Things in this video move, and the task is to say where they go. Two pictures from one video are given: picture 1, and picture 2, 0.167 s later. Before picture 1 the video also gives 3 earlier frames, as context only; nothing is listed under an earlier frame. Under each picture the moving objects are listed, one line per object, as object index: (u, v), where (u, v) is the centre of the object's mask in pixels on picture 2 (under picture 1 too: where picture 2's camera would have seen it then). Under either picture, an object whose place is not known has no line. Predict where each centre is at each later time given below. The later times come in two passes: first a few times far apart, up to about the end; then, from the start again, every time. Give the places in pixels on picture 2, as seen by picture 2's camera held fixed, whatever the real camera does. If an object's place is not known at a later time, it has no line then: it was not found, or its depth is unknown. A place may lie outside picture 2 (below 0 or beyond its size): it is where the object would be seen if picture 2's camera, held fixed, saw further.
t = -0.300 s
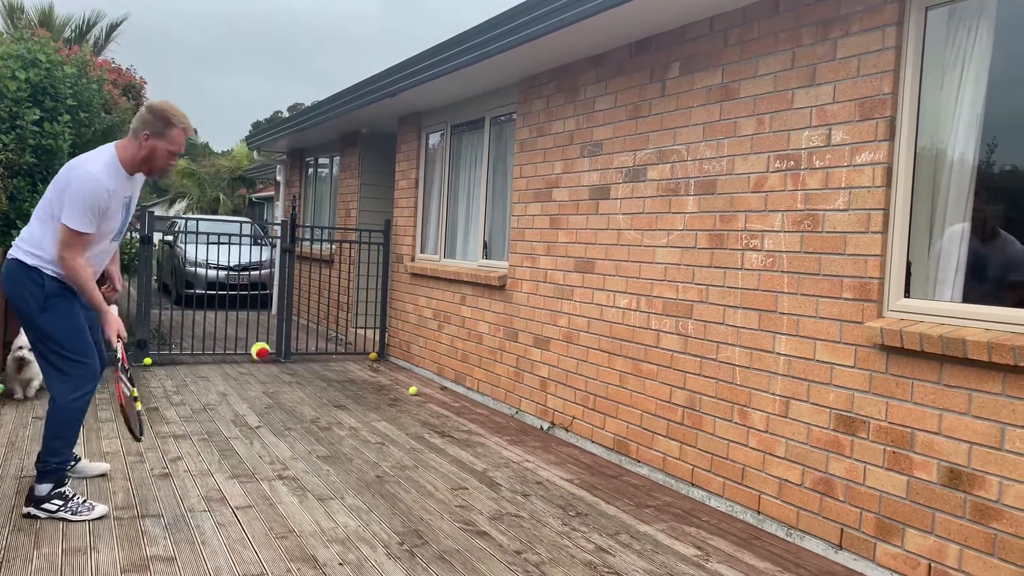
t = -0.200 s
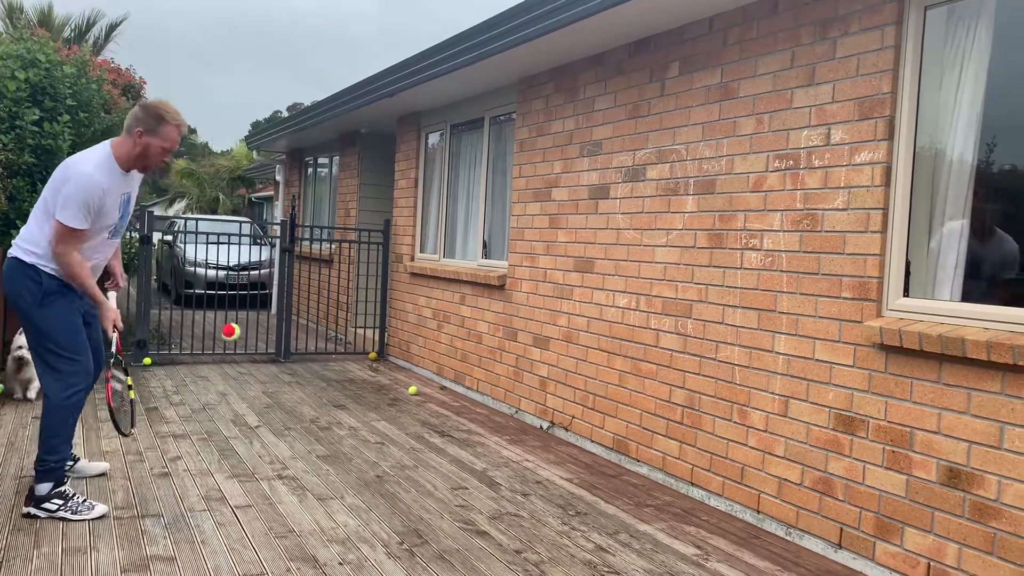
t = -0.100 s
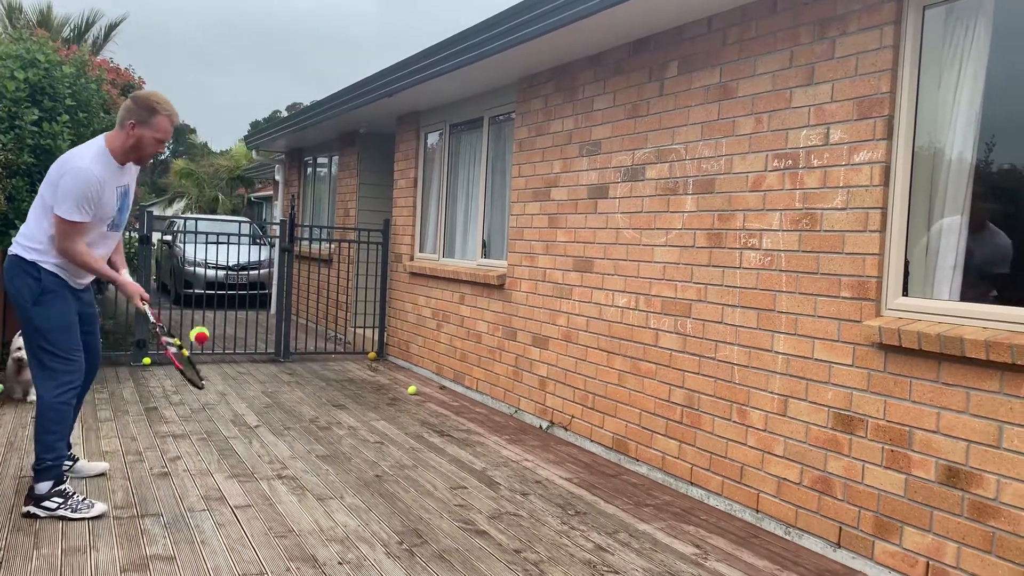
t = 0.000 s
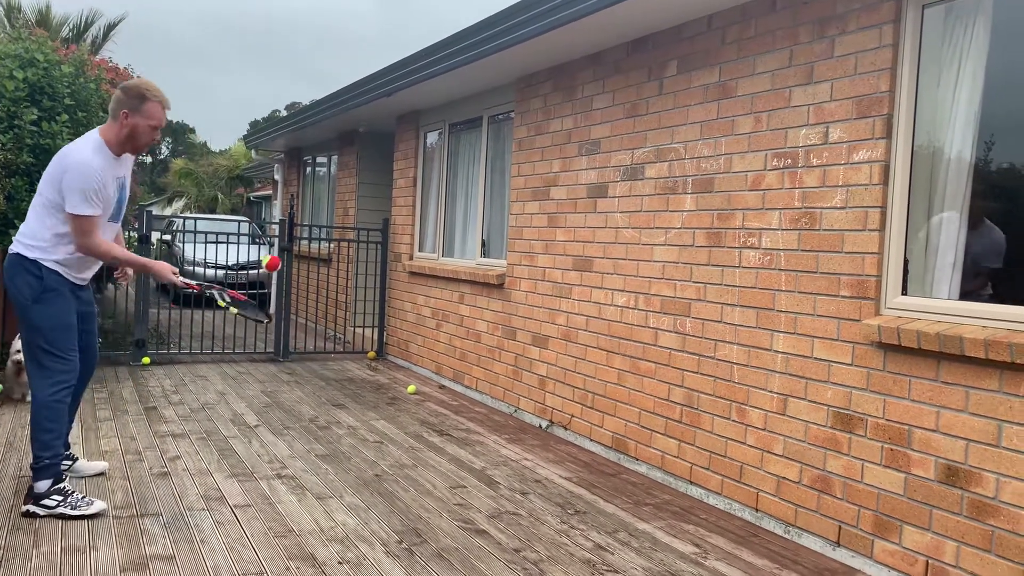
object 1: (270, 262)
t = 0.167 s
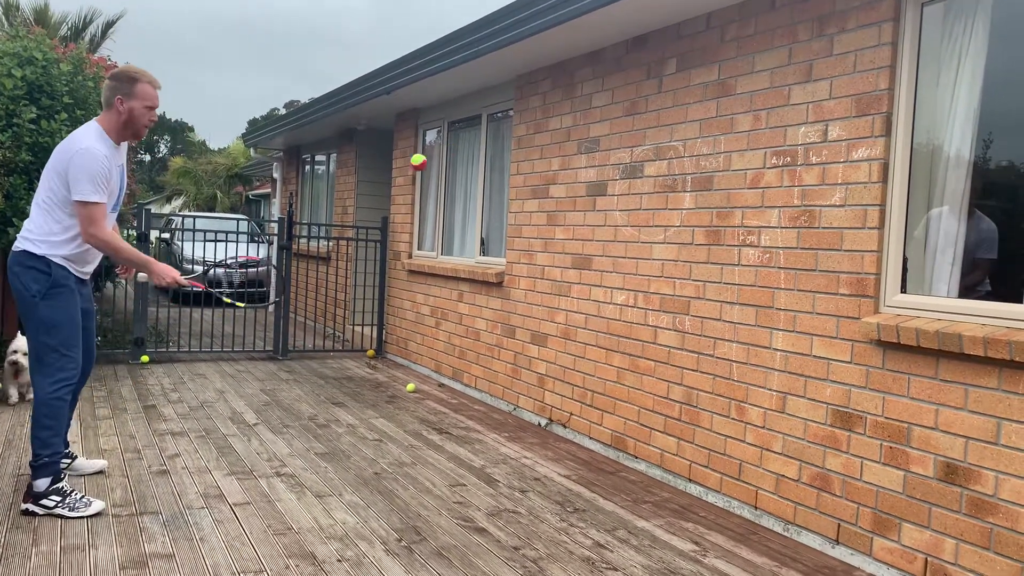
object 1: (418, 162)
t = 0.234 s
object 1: (472, 141)
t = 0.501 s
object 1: (670, 154)
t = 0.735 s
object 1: (641, 247)
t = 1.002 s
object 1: (520, 502)
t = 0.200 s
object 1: (445, 150)
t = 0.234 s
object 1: (472, 141)
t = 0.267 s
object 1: (499, 135)
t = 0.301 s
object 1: (524, 130)
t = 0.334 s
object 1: (550, 128)
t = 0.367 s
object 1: (574, 129)
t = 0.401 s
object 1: (599, 132)
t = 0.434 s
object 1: (623, 138)
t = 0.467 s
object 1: (647, 145)
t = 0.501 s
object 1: (670, 154)
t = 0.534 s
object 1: (692, 166)
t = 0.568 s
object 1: (708, 178)
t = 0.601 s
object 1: (695, 187)
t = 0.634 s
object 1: (684, 197)
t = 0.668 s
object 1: (669, 211)
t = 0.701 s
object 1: (655, 229)
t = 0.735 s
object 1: (641, 247)
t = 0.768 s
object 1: (628, 268)
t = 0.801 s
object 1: (613, 293)
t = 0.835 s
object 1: (598, 320)
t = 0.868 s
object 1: (583, 351)
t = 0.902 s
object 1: (567, 384)
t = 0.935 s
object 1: (551, 421)
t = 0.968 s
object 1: (536, 458)
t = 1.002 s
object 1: (520, 502)
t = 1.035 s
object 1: (508, 502)
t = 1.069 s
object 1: (497, 478)
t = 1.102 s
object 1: (486, 455)
